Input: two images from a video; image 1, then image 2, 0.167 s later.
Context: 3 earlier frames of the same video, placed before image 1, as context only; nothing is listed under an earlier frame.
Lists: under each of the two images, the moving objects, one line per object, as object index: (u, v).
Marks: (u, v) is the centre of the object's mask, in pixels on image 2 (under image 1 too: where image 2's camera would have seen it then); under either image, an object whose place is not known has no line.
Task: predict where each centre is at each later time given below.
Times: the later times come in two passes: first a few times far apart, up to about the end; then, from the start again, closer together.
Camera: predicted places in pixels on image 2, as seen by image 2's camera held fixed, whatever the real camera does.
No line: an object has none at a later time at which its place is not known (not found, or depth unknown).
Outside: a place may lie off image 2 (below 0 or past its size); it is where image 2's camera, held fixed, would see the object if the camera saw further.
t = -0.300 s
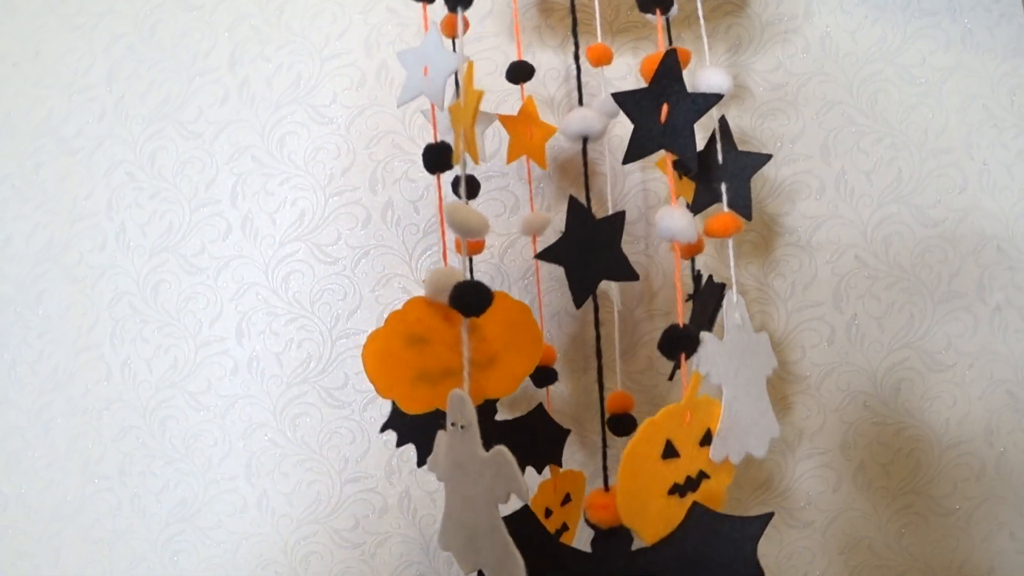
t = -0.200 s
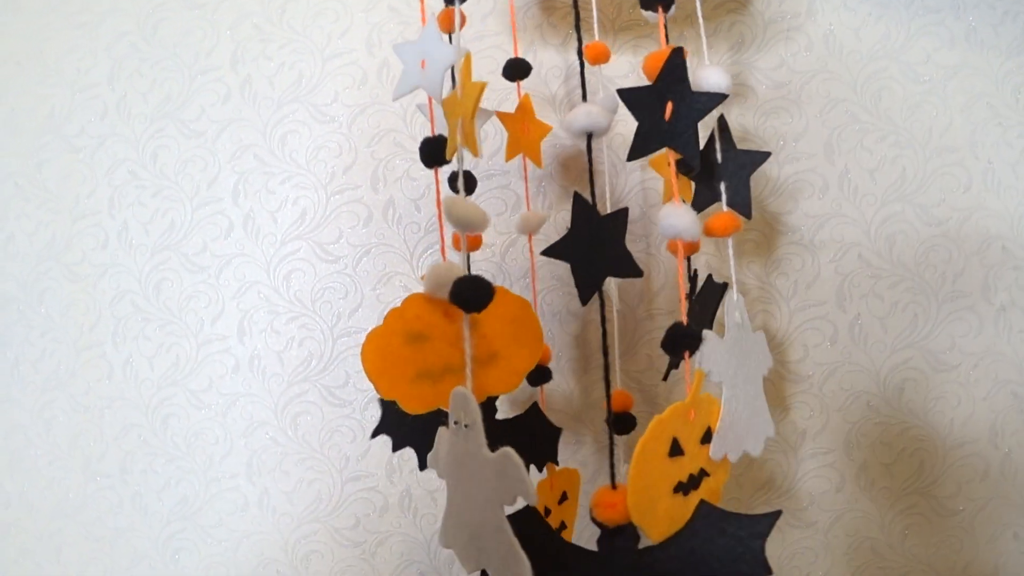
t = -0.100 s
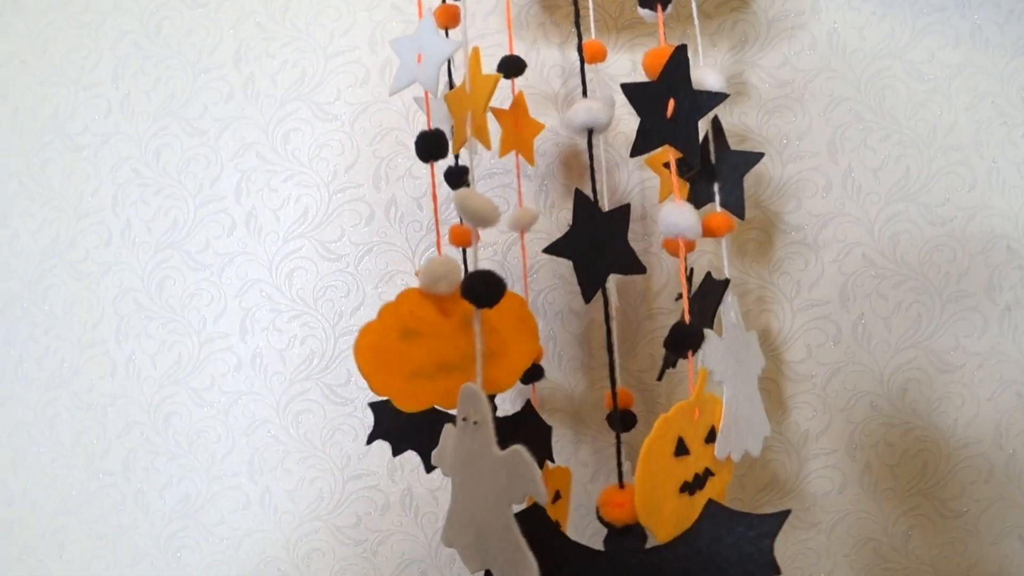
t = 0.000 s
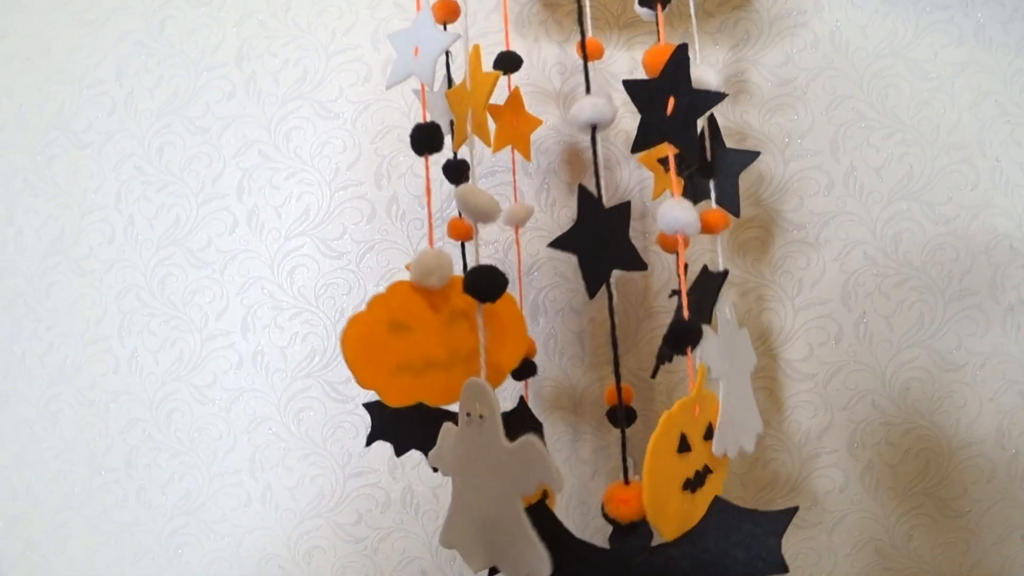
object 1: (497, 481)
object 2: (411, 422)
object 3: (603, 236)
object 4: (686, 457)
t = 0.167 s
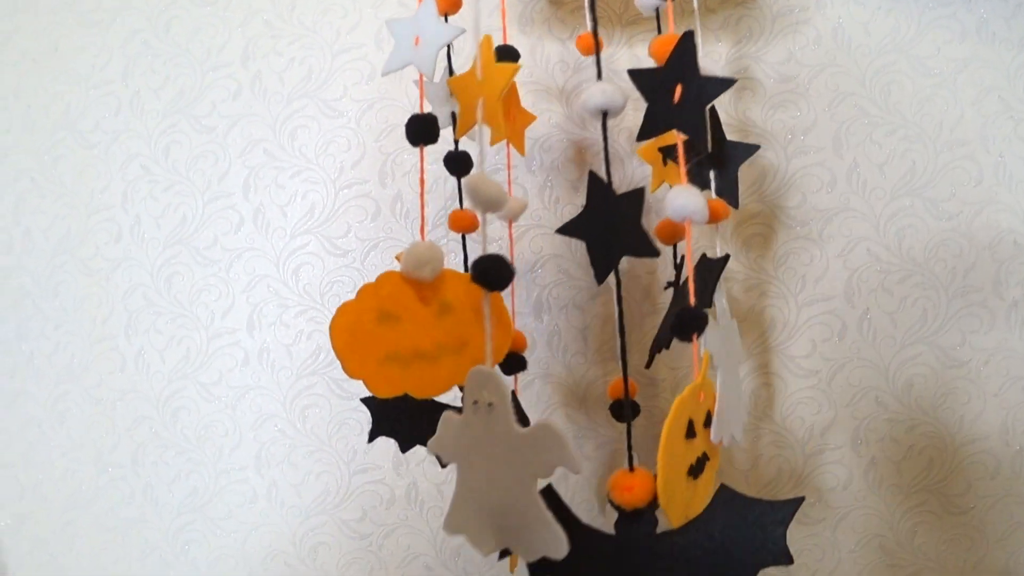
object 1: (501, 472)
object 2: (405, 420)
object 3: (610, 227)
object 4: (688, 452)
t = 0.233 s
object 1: (505, 466)
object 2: (405, 421)
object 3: (614, 222)
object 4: (688, 450)
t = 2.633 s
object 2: (435, 408)
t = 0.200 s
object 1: (503, 469)
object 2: (404, 421)
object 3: (612, 225)
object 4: (688, 453)
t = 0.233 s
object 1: (505, 466)
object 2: (405, 421)
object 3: (614, 222)
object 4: (688, 450)
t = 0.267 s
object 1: (508, 463)
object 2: (405, 421)
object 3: (615, 220)
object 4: (687, 448)
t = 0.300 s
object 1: (511, 461)
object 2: (405, 420)
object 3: (617, 218)
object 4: (689, 446)
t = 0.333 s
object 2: (410, 415)
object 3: (619, 217)
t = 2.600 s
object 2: (435, 407)
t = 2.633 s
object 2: (435, 408)
